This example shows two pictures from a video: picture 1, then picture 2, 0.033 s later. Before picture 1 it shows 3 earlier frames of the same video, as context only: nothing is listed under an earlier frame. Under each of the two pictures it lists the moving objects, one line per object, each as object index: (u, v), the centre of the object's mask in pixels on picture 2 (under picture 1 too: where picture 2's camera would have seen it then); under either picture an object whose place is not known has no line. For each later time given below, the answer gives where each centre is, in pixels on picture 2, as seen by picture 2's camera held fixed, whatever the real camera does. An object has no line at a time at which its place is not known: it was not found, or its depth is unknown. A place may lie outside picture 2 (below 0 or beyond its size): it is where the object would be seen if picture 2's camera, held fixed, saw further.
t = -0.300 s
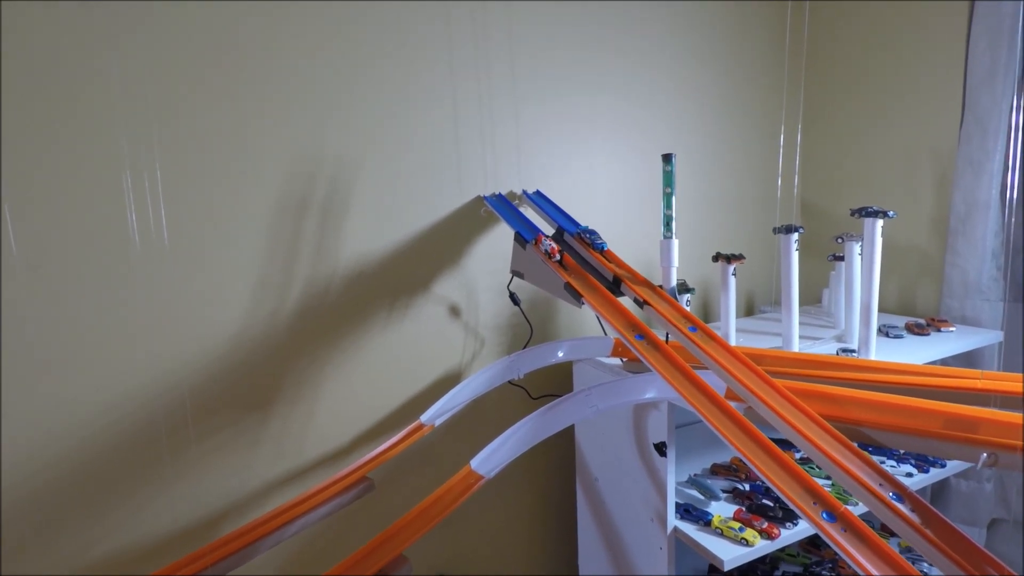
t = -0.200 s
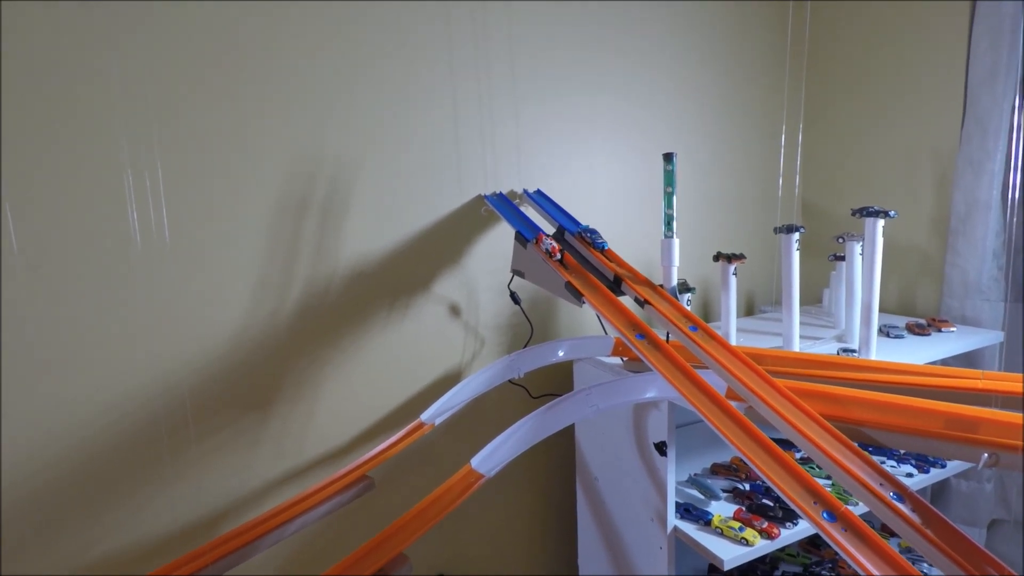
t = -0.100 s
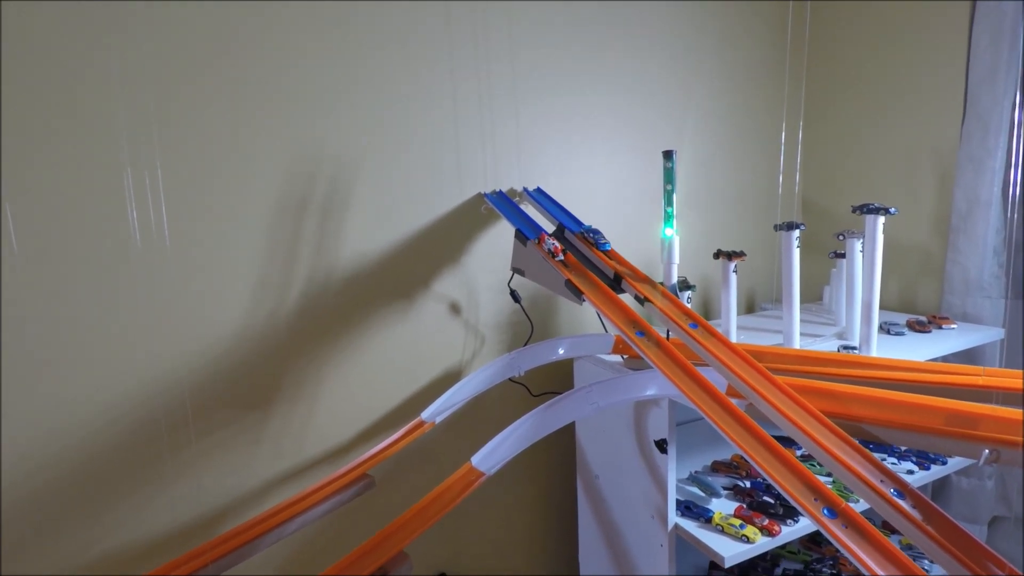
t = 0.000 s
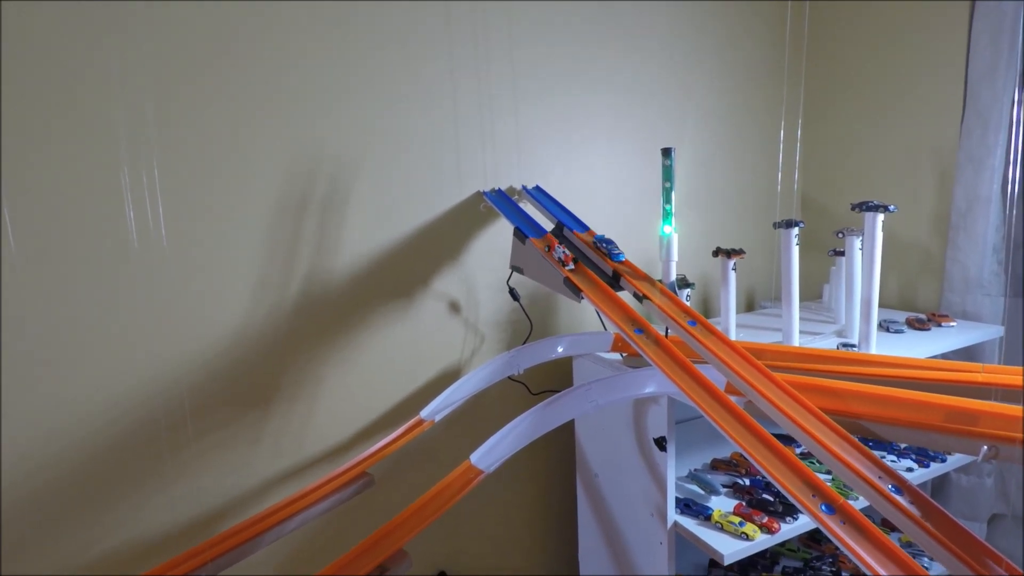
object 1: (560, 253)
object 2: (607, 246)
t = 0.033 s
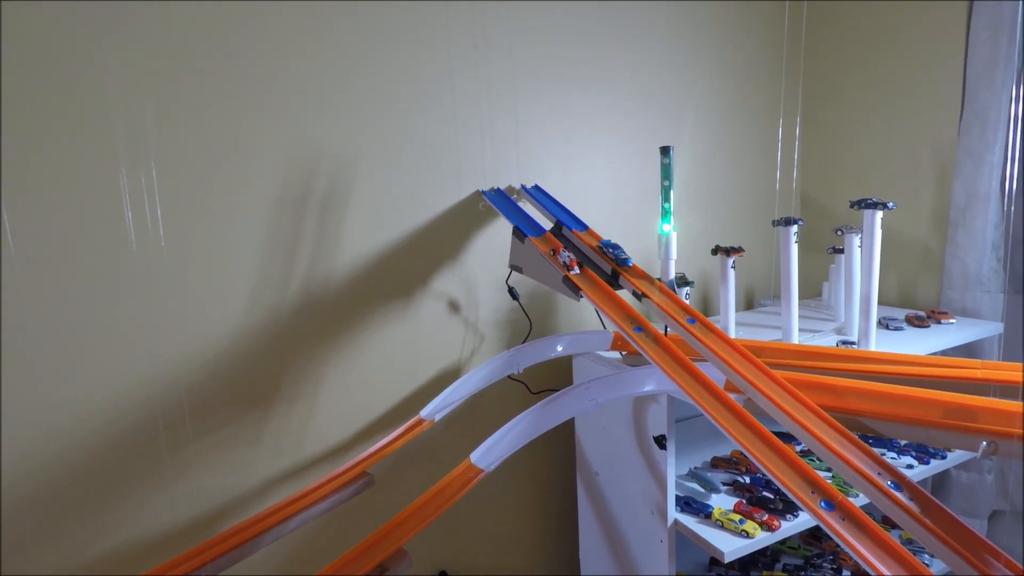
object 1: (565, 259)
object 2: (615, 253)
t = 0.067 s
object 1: (572, 266)
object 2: (622, 260)
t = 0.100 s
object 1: (578, 271)
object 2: (636, 270)
